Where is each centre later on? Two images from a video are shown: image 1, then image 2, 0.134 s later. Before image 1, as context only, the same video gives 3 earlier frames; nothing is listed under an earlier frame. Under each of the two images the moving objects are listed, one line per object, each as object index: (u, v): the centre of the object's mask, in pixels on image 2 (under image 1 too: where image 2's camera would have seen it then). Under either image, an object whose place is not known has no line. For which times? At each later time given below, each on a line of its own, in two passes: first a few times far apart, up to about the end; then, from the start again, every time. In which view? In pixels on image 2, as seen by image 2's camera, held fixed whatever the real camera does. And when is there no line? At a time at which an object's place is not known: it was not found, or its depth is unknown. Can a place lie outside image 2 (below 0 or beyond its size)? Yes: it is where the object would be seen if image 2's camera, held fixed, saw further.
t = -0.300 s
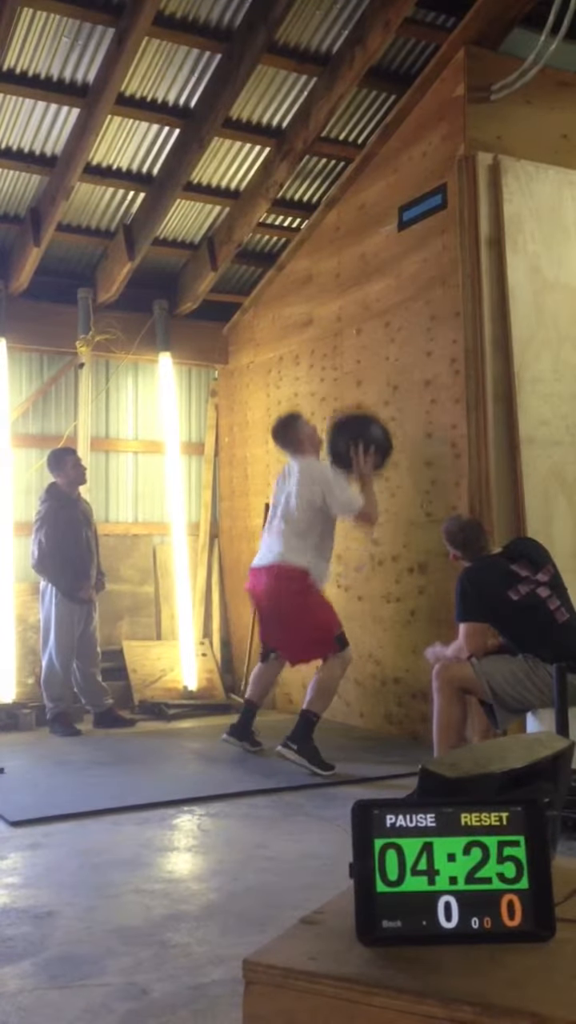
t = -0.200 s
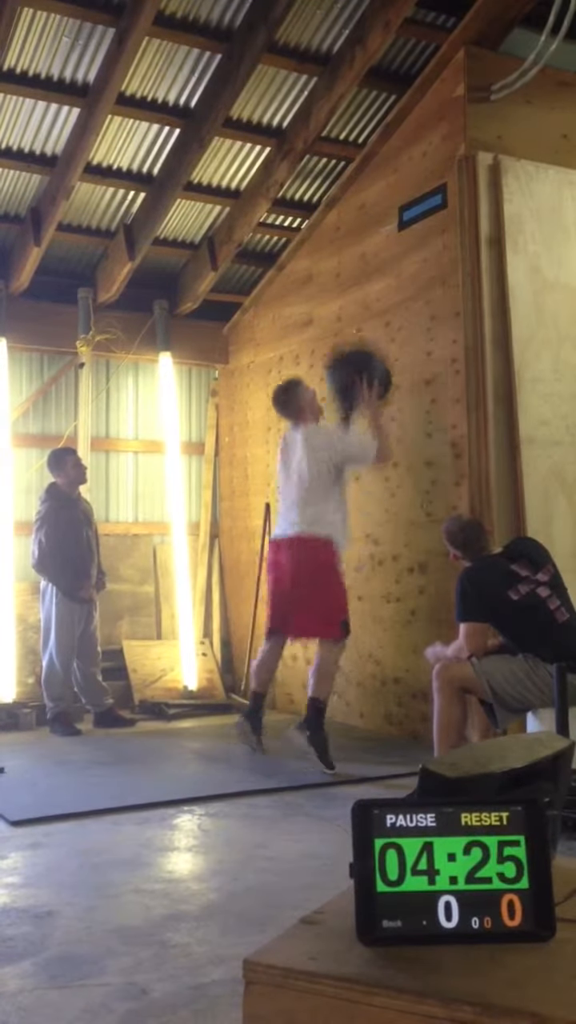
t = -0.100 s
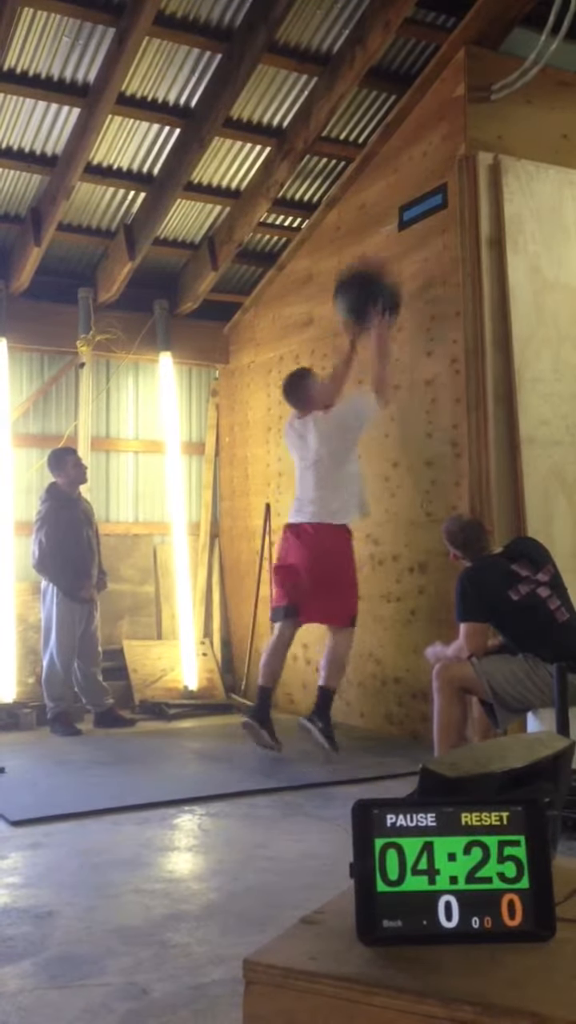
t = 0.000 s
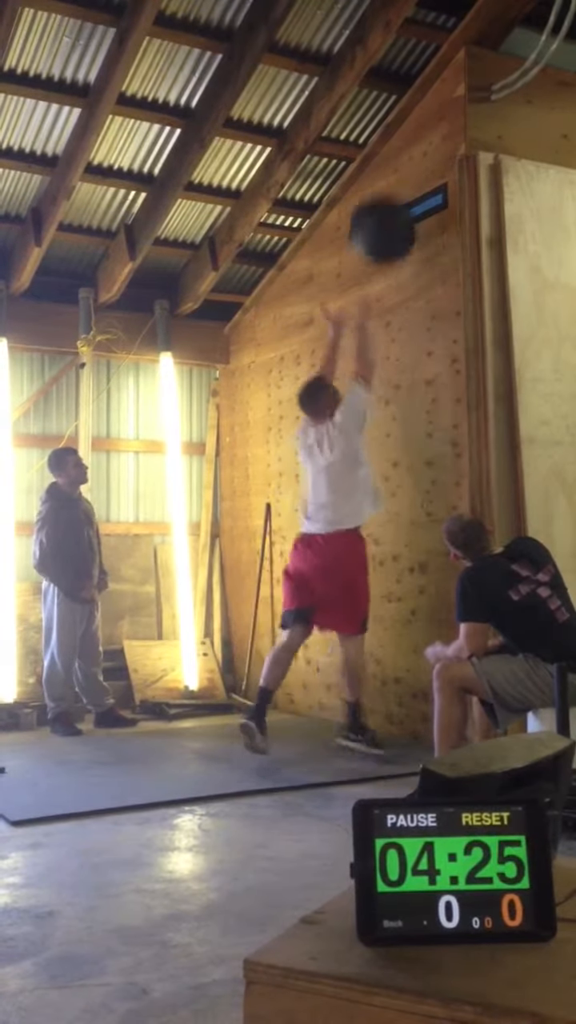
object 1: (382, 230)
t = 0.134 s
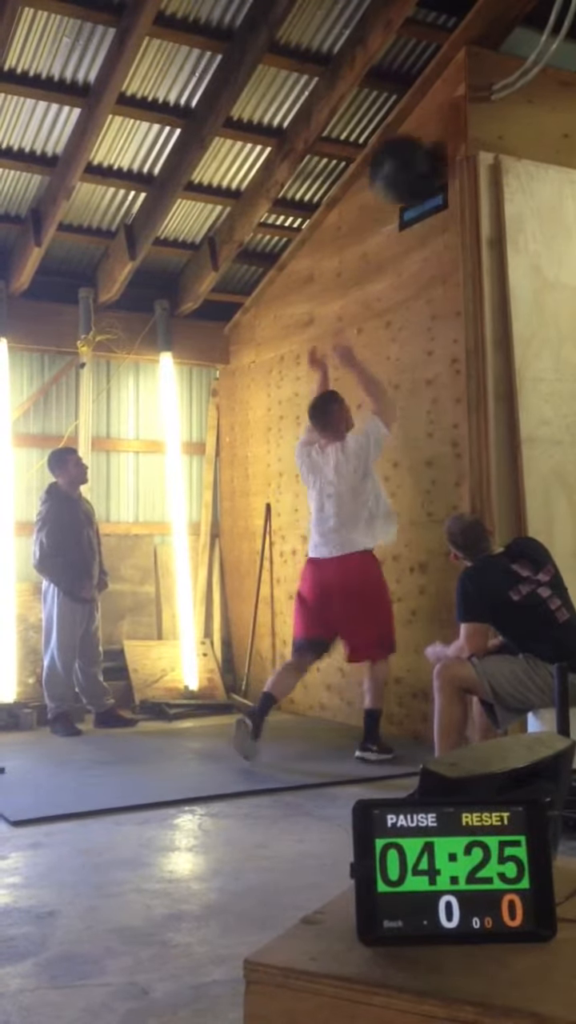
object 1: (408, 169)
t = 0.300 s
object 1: (394, 145)
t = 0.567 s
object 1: (369, 213)
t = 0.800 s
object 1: (351, 386)
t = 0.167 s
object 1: (409, 160)
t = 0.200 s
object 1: (408, 153)
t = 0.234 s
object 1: (404, 148)
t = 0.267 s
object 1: (403, 145)
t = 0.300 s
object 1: (394, 145)
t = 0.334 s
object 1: (391, 146)
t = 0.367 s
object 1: (389, 148)
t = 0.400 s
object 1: (386, 153)
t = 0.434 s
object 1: (383, 161)
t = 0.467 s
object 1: (380, 171)
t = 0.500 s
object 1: (376, 182)
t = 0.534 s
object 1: (373, 197)
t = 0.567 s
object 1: (369, 213)
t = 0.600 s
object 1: (369, 232)
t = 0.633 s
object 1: (366, 251)
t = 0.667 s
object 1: (363, 273)
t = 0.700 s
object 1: (360, 298)
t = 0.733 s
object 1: (358, 326)
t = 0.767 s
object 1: (354, 355)
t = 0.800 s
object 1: (351, 386)
